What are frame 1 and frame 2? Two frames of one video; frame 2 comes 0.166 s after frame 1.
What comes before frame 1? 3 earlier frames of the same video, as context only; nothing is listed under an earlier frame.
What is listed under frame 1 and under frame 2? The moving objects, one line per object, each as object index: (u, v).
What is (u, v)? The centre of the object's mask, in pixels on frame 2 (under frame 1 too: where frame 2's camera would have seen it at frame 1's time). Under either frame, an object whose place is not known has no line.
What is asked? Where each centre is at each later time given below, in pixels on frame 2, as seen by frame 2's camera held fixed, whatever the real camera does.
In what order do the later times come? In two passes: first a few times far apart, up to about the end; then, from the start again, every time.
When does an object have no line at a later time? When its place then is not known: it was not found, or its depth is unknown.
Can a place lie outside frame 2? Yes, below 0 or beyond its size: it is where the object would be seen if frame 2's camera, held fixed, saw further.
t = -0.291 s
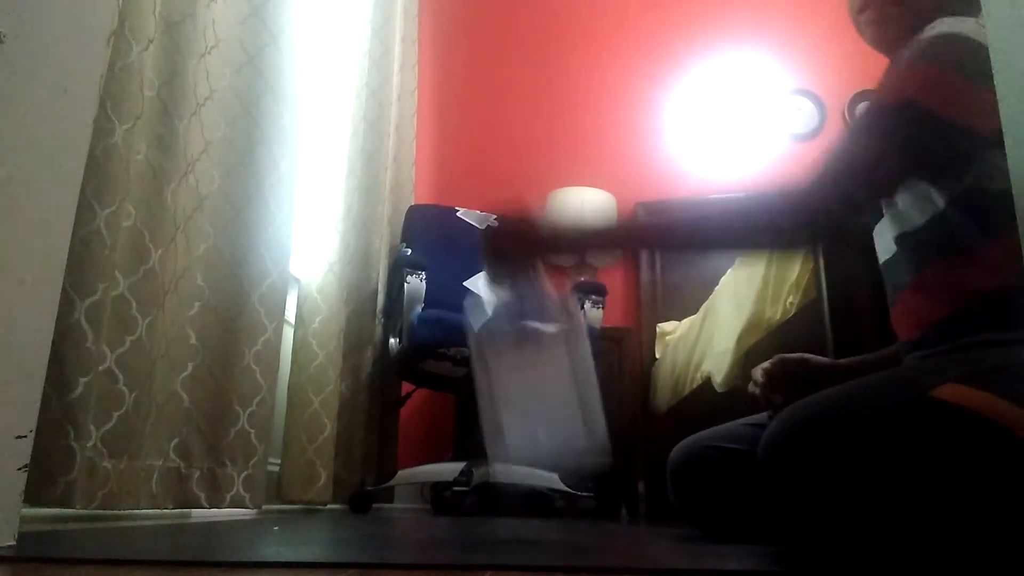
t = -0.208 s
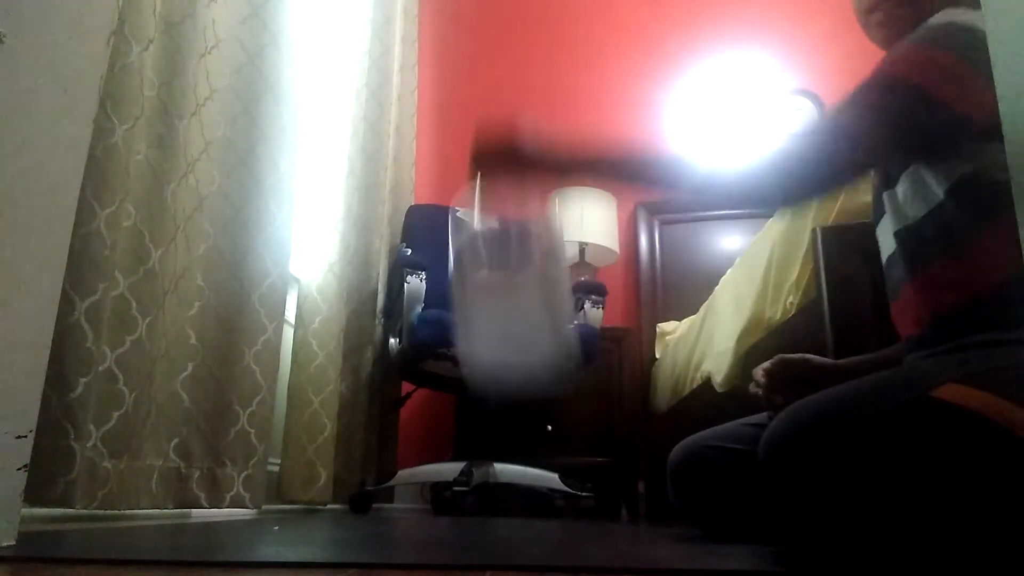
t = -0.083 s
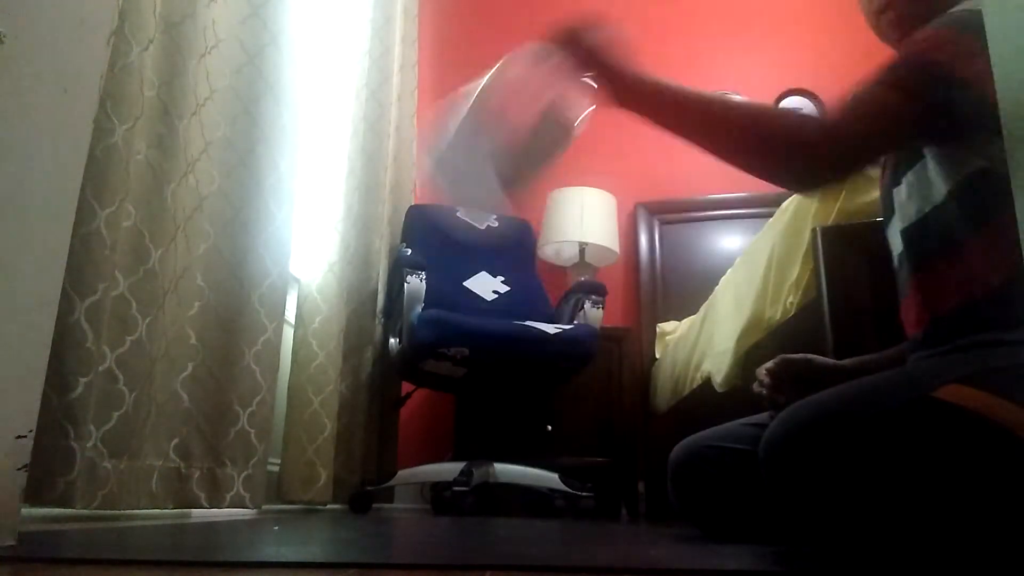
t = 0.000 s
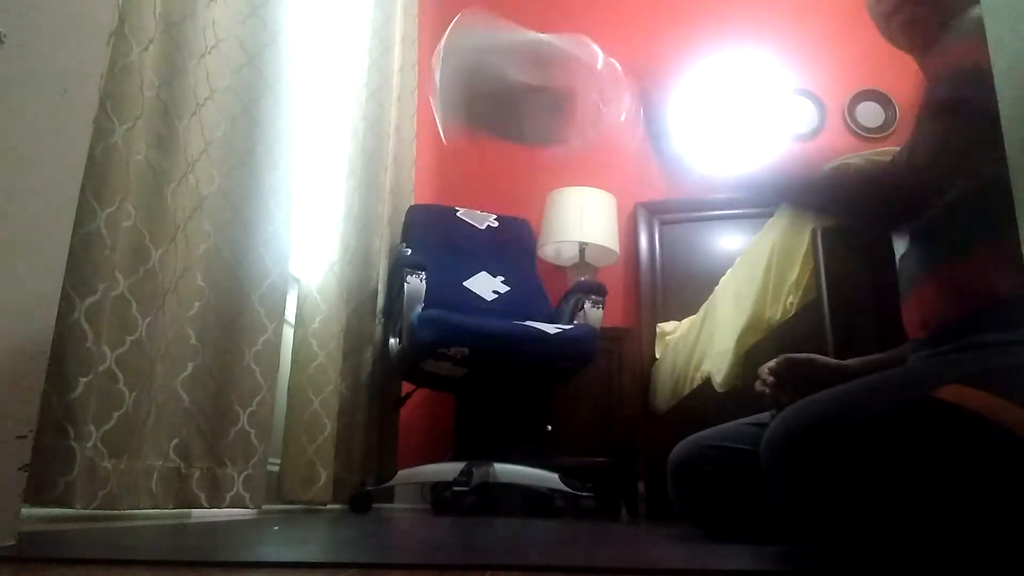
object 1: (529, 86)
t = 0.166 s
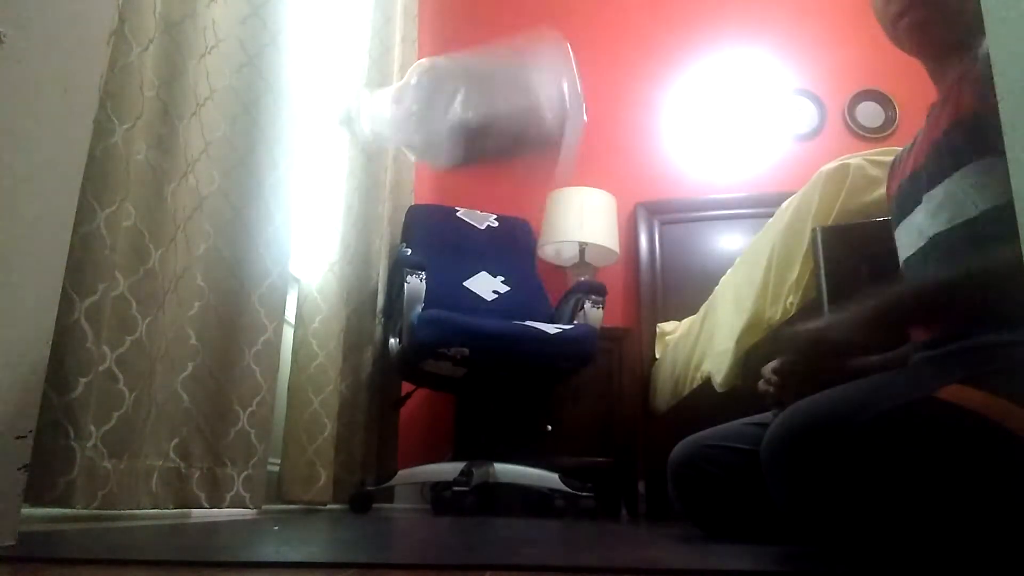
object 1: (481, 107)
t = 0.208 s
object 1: (483, 133)
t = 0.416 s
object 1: (510, 424)
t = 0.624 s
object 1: (543, 430)
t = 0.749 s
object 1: (546, 430)
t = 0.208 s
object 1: (483, 133)
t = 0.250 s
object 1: (490, 193)
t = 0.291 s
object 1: (486, 285)
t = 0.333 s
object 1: (494, 400)
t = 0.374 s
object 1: (512, 422)
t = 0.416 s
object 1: (510, 424)
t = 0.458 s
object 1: (515, 427)
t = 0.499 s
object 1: (522, 425)
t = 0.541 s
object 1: (532, 428)
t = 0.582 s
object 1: (541, 429)
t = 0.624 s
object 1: (543, 430)
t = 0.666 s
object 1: (546, 430)
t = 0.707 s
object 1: (547, 430)
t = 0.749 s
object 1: (546, 430)
